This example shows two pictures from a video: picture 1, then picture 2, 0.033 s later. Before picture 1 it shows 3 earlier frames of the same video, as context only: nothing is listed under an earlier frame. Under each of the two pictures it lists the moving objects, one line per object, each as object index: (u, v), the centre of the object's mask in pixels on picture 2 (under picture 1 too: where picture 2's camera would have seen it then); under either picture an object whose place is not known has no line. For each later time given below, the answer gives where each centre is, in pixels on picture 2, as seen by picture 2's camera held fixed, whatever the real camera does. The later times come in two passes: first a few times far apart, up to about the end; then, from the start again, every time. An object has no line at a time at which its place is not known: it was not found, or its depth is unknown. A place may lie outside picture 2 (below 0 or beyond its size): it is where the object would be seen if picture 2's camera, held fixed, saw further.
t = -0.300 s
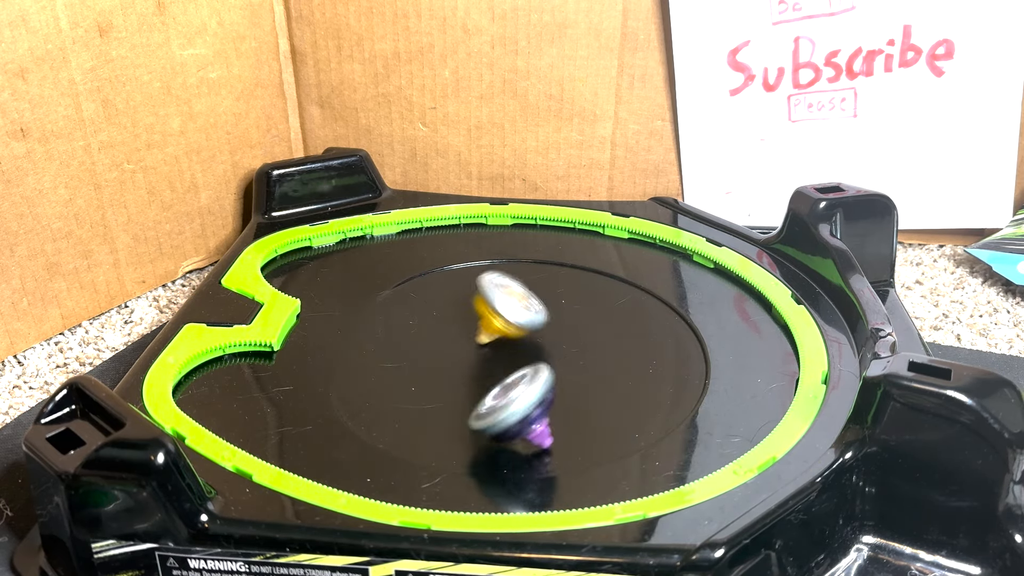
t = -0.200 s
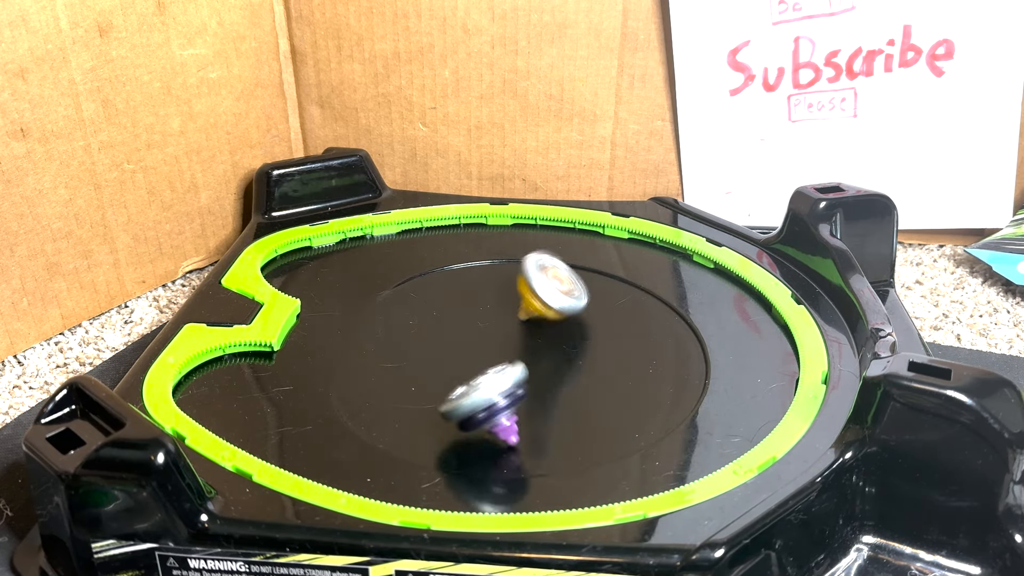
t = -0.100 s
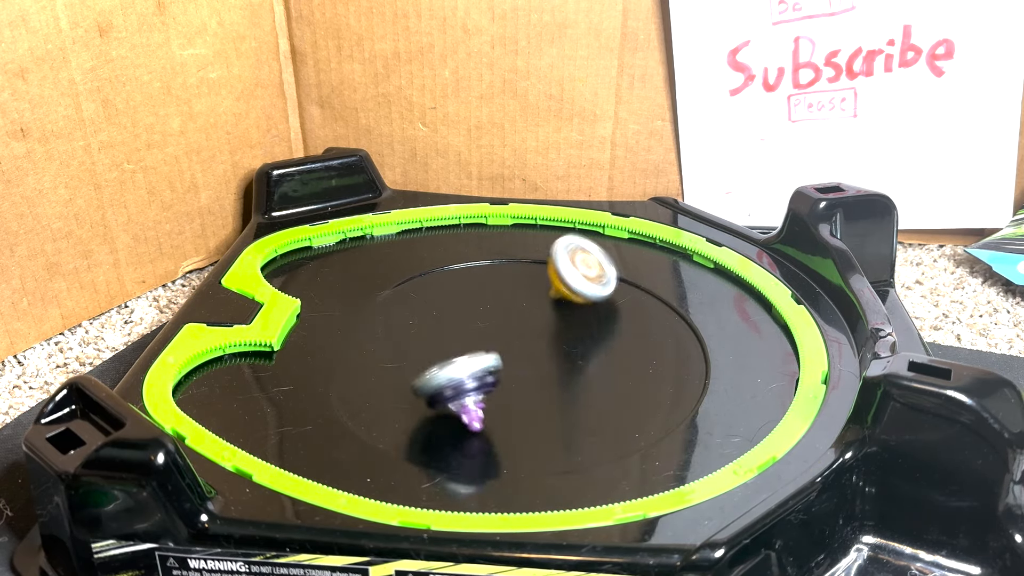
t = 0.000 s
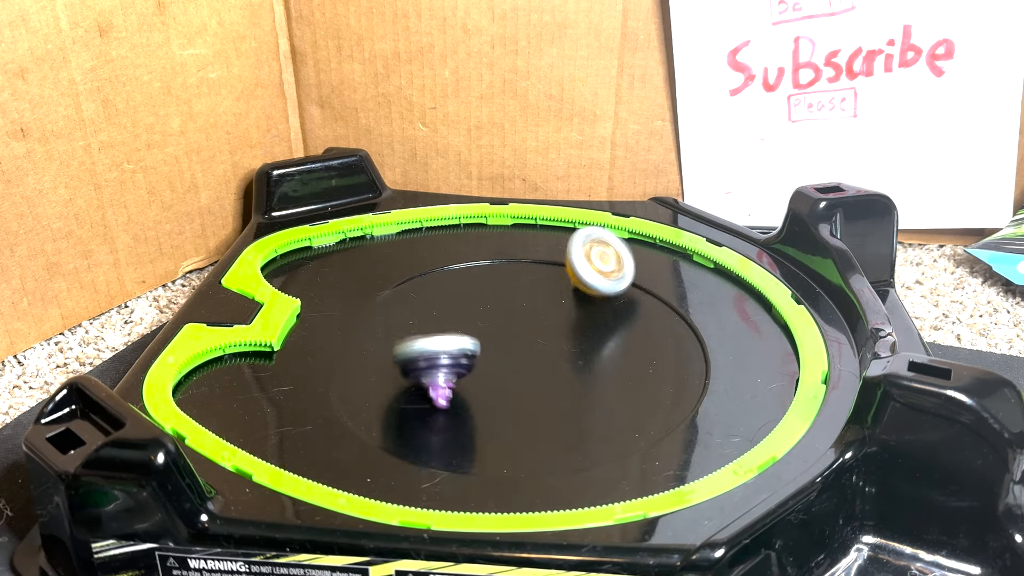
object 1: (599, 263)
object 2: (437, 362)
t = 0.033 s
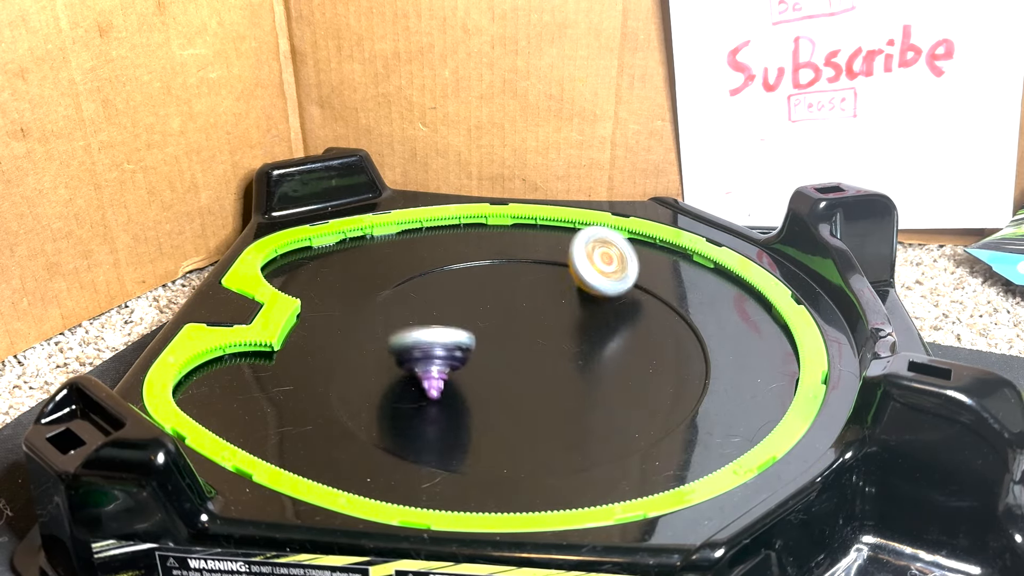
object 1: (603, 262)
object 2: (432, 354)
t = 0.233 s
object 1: (598, 295)
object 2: (420, 305)
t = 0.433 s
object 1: (560, 361)
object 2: (449, 283)
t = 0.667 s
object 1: (506, 414)
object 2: (503, 303)
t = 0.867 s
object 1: (470, 410)
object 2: (552, 325)
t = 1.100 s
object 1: (452, 350)
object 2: (595, 335)
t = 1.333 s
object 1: (500, 290)
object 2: (606, 339)
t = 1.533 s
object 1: (520, 313)
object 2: (571, 361)
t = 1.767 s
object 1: (467, 335)
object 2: (489, 386)
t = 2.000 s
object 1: (440, 320)
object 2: (412, 369)
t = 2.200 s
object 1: (497, 315)
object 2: (403, 331)
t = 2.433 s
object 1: (588, 296)
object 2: (481, 290)
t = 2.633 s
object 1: (614, 311)
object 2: (563, 271)
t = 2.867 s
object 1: (568, 363)
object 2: (643, 299)
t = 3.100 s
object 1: (466, 408)
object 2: (647, 369)
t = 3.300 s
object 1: (378, 389)
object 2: (538, 418)
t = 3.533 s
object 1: (371, 322)
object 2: (403, 388)
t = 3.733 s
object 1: (460, 270)
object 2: (427, 337)
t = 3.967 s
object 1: (584, 258)
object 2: (522, 313)
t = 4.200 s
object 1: (641, 336)
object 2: (524, 322)
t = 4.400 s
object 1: (591, 390)
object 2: (504, 313)
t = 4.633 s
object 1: (485, 357)
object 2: (517, 287)
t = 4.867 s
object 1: (474, 320)
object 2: (544, 277)
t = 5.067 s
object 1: (460, 348)
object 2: (576, 289)
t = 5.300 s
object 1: (441, 350)
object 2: (613, 308)
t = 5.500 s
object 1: (492, 331)
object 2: (588, 339)
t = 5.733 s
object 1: (491, 271)
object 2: (602, 409)
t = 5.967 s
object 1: (492, 286)
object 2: (525, 395)
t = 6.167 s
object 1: (528, 299)
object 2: (472, 359)
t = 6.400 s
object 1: (562, 318)
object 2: (459, 361)
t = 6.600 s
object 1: (569, 333)
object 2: (431, 384)
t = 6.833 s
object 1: (571, 321)
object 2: (419, 368)
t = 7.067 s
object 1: (554, 342)
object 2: (478, 314)
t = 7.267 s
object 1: (542, 332)
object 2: (532, 278)
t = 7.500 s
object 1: (528, 337)
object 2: (592, 303)
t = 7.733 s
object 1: (501, 335)
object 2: (594, 360)
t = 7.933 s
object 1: (512, 323)
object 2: (516, 385)
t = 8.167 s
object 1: (516, 343)
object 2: (441, 344)
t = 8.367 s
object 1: (520, 332)
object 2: (447, 306)
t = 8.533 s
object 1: (520, 337)
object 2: (457, 300)
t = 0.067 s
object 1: (605, 264)
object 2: (427, 344)
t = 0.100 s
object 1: (606, 267)
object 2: (422, 336)
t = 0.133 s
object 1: (606, 272)
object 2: (420, 328)
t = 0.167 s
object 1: (605, 278)
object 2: (419, 320)
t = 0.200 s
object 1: (602, 285)
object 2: (419, 312)
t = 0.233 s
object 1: (598, 295)
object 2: (420, 305)
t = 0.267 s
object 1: (594, 305)
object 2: (423, 299)
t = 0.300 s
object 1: (589, 315)
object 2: (427, 294)
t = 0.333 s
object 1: (582, 326)
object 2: (432, 290)
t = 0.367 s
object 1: (575, 338)
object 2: (437, 286)
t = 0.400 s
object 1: (568, 350)
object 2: (443, 285)
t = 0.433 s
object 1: (560, 361)
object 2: (449, 283)
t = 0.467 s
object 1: (552, 372)
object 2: (457, 284)
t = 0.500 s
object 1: (544, 382)
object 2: (465, 285)
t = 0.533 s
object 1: (536, 390)
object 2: (472, 288)
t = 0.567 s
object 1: (528, 398)
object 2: (479, 289)
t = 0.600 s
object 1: (521, 404)
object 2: (487, 296)
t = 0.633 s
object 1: (514, 410)
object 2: (495, 298)
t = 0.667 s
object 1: (506, 414)
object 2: (503, 303)
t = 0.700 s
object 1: (500, 417)
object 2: (512, 307)
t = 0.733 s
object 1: (493, 418)
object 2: (519, 311)
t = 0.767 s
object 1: (487, 418)
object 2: (528, 314)
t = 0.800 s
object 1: (481, 417)
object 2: (536, 320)
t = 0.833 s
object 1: (475, 414)
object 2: (544, 321)
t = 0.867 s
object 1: (470, 410)
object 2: (552, 325)
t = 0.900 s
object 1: (465, 405)
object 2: (560, 328)
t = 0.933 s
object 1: (459, 398)
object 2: (567, 329)
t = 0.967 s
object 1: (455, 390)
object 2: (576, 331)
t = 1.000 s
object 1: (452, 380)
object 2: (581, 333)
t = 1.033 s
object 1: (450, 370)
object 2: (586, 334)
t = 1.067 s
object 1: (450, 362)
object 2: (591, 335)
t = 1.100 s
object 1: (452, 350)
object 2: (595, 335)
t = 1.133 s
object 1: (455, 341)
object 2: (599, 334)
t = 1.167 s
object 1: (461, 328)
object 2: (602, 335)
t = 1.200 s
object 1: (467, 319)
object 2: (605, 335)
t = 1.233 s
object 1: (474, 316)
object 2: (607, 335)
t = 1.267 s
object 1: (482, 292)
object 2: (608, 335)
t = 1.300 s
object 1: (491, 282)
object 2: (608, 338)
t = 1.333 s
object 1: (500, 290)
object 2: (606, 339)
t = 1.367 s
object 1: (506, 305)
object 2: (604, 342)
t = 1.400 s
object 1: (513, 303)
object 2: (600, 344)
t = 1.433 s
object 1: (518, 304)
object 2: (594, 349)
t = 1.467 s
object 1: (520, 305)
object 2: (588, 352)
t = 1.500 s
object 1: (521, 309)
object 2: (580, 356)
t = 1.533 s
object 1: (520, 313)
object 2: (571, 361)
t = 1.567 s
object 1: (517, 317)
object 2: (562, 366)
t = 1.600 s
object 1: (511, 321)
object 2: (551, 371)
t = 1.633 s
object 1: (504, 325)
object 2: (540, 375)
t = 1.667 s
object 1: (496, 329)
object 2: (528, 378)
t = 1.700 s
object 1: (487, 333)
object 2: (516, 381)
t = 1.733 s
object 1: (477, 334)
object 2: (502, 384)
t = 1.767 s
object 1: (467, 335)
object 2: (489, 386)
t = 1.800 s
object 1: (457, 334)
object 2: (476, 386)
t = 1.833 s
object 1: (448, 332)
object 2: (464, 385)
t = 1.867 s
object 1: (441, 329)
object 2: (452, 384)
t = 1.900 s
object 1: (436, 325)
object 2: (440, 381)
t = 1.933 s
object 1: (435, 322)
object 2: (430, 378)
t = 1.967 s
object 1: (436, 321)
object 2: (420, 373)
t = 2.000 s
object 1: (440, 320)
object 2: (412, 369)
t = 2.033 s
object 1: (446, 320)
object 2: (405, 363)
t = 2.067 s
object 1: (453, 321)
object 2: (401, 358)
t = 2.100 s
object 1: (461, 320)
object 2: (398, 351)
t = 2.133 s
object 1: (472, 320)
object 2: (398, 345)
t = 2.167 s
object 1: (485, 318)
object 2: (399, 338)
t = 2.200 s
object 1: (497, 315)
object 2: (403, 331)
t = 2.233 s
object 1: (511, 312)
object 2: (409, 325)
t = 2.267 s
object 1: (525, 309)
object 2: (418, 319)
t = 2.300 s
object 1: (539, 305)
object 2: (428, 313)
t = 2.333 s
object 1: (553, 302)
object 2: (440, 307)
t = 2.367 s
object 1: (565, 299)
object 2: (452, 301)
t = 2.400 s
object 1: (577, 298)
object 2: (466, 296)
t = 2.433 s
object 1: (588, 296)
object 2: (481, 290)
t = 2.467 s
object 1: (597, 296)
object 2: (495, 286)
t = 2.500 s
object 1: (604, 297)
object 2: (510, 282)
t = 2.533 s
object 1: (610, 299)
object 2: (524, 279)
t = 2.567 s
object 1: (613, 302)
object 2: (538, 276)
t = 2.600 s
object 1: (615, 306)
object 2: (551, 274)
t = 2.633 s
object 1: (614, 311)
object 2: (563, 271)
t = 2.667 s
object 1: (612, 316)
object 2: (576, 269)
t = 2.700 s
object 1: (608, 323)
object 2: (589, 269)
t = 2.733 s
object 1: (603, 331)
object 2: (603, 271)
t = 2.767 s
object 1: (595, 339)
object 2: (616, 277)
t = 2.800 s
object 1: (587, 346)
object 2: (627, 284)
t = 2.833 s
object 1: (579, 355)
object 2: (635, 292)
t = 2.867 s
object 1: (568, 363)
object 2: (643, 299)
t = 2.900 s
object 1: (556, 373)
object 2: (649, 307)
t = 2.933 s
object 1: (544, 381)
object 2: (654, 315)
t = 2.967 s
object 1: (529, 388)
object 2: (657, 324)
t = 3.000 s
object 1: (514, 395)
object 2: (658, 335)
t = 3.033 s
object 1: (499, 401)
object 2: (656, 346)
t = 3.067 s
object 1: (483, 405)
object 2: (653, 357)
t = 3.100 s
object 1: (466, 408)
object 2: (647, 369)
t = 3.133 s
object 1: (449, 409)
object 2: (637, 380)
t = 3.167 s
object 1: (432, 408)
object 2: (623, 389)
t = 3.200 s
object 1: (416, 405)
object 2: (607, 401)
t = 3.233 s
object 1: (402, 401)
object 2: (586, 408)
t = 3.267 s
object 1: (389, 396)
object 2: (563, 411)
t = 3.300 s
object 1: (378, 389)
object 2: (538, 418)
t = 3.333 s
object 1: (369, 382)
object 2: (512, 418)
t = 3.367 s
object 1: (362, 374)
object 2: (488, 419)
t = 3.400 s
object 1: (358, 363)
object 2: (465, 418)
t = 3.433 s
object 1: (357, 353)
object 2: (445, 411)
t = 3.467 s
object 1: (359, 343)
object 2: (427, 407)
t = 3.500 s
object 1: (363, 332)
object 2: (413, 398)
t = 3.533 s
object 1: (371, 322)
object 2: (403, 388)
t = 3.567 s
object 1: (381, 312)
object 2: (397, 382)
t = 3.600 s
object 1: (393, 301)
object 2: (396, 371)
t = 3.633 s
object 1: (408, 291)
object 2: (399, 358)
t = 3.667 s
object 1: (424, 284)
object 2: (405, 352)
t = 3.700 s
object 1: (442, 277)
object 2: (414, 345)
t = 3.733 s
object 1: (460, 270)
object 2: (427, 337)
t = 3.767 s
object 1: (479, 265)
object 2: (442, 329)
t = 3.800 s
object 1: (498, 261)
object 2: (459, 323)
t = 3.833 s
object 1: (516, 258)
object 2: (477, 319)
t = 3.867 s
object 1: (535, 255)
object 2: (492, 315)
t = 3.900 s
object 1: (552, 254)
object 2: (504, 314)
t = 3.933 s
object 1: (569, 254)
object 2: (514, 312)
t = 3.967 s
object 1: (584, 258)
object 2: (522, 313)
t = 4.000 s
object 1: (597, 266)
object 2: (527, 315)
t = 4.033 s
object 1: (608, 275)
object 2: (531, 316)
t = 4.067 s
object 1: (619, 286)
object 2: (533, 317)
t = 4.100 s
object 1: (628, 298)
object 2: (532, 320)
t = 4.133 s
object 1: (635, 310)
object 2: (531, 321)
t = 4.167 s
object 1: (639, 323)
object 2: (529, 321)
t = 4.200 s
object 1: (641, 336)
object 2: (524, 322)
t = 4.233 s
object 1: (639, 345)
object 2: (520, 324)
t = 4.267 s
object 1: (635, 361)
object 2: (517, 323)
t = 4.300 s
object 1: (627, 370)
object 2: (512, 320)
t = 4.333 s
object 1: (617, 378)
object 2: (508, 319)
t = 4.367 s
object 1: (606, 383)
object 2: (507, 316)
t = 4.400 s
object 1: (591, 390)
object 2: (504, 313)
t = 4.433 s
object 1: (575, 392)
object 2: (502, 310)
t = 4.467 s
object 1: (559, 391)
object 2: (503, 306)
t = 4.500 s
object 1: (543, 384)
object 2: (503, 302)
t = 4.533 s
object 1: (526, 379)
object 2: (505, 298)
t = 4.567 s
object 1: (510, 373)
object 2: (510, 294)
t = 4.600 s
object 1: (496, 365)
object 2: (513, 290)
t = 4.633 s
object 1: (485, 357)
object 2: (517, 287)
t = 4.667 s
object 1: (476, 347)
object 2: (523, 284)
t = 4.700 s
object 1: (470, 338)
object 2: (528, 281)
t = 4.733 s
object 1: (467, 331)
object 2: (533, 279)
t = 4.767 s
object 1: (465, 325)
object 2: (537, 277)
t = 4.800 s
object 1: (467, 322)
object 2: (540, 276)
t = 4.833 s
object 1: (470, 319)
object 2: (542, 277)
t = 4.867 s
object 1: (474, 320)
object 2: (544, 277)
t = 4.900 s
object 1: (478, 321)
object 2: (544, 280)
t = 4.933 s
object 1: (483, 324)
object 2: (545, 284)
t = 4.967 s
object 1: (486, 329)
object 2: (546, 288)
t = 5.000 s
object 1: (478, 336)
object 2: (555, 288)
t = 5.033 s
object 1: (470, 344)
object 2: (567, 289)
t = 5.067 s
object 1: (460, 348)
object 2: (576, 289)
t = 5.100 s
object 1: (451, 352)
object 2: (584, 291)
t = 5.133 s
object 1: (445, 355)
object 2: (593, 292)
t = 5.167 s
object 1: (439, 356)
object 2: (599, 294)
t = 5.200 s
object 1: (435, 355)
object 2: (604, 297)
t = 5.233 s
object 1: (435, 355)
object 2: (609, 300)
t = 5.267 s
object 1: (437, 351)
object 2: (611, 303)
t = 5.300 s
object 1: (441, 350)
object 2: (613, 308)
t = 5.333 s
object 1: (447, 347)
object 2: (612, 311)
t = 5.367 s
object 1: (455, 344)
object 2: (609, 317)
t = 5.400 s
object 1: (463, 342)
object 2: (606, 322)
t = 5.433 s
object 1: (472, 337)
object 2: (600, 327)
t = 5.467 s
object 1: (482, 335)
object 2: (594, 334)
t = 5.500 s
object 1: (492, 331)
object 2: (588, 339)
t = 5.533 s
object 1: (500, 327)
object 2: (580, 346)
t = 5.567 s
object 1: (501, 321)
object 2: (589, 360)
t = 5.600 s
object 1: (497, 299)
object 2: (596, 374)
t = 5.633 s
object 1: (494, 290)
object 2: (601, 388)
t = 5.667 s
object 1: (493, 280)
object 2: (604, 396)
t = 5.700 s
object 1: (491, 273)
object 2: (603, 405)
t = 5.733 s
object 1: (491, 271)
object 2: (602, 409)
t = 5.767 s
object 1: (491, 269)
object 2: (596, 412)
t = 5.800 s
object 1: (491, 271)
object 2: (587, 412)
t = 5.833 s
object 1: (491, 274)
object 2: (575, 411)
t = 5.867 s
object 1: (490, 277)
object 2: (564, 409)
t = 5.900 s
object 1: (490, 280)
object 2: (550, 406)
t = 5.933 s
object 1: (491, 284)
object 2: (535, 402)
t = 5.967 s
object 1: (492, 286)
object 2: (525, 395)
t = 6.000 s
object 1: (496, 291)
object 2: (512, 389)
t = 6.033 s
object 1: (500, 293)
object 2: (503, 380)
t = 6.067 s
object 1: (505, 298)
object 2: (494, 371)
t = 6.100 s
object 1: (509, 301)
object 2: (491, 362)
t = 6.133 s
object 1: (516, 303)
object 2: (479, 365)
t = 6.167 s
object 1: (528, 299)
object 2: (472, 359)
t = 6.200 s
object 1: (537, 297)
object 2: (464, 363)
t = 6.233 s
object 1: (544, 298)
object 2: (456, 363)
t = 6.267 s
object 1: (549, 299)
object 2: (453, 364)
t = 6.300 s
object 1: (553, 302)
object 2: (450, 364)
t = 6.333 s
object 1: (557, 306)
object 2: (452, 363)
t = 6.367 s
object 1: (560, 312)
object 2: (453, 362)
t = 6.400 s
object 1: (562, 318)
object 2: (459, 361)
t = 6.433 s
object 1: (560, 325)
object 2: (464, 362)
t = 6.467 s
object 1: (557, 332)
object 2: (472, 362)
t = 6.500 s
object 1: (551, 339)
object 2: (477, 363)
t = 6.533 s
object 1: (555, 339)
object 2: (467, 373)
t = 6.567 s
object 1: (564, 335)
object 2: (446, 380)
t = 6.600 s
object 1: (569, 333)
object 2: (431, 384)
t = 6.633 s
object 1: (574, 328)
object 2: (415, 385)
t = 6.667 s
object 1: (577, 326)
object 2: (409, 383)
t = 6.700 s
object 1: (580, 322)
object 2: (403, 382)
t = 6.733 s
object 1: (580, 319)
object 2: (404, 380)
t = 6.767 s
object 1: (579, 319)
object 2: (405, 377)
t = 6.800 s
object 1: (575, 319)
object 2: (412, 374)
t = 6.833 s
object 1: (571, 321)
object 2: (419, 368)
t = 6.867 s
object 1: (565, 323)
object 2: (433, 364)
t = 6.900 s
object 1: (558, 325)
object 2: (443, 357)
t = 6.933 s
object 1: (552, 329)
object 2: (460, 351)
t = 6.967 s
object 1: (548, 334)
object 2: (468, 346)
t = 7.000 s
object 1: (553, 340)
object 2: (470, 336)
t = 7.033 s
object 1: (555, 340)
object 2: (473, 323)
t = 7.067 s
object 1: (554, 342)
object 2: (478, 314)
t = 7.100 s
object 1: (551, 342)
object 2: (484, 309)
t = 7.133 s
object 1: (547, 342)
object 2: (491, 301)
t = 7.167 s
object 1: (545, 338)
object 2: (500, 292)
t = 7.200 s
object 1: (543, 337)
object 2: (509, 287)
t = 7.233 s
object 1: (543, 333)
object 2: (518, 281)
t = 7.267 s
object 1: (542, 332)
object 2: (532, 278)
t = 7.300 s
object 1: (542, 329)
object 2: (542, 276)
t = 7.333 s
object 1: (540, 329)
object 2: (555, 278)
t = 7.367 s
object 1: (538, 327)
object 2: (567, 281)
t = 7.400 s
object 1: (534, 329)
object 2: (576, 285)
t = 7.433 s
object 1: (532, 330)
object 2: (583, 292)
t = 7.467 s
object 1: (530, 332)
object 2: (588, 299)
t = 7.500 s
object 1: (528, 337)
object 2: (592, 303)
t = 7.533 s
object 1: (525, 341)
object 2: (594, 316)
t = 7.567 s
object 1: (521, 342)
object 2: (597, 319)
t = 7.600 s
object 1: (517, 343)
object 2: (599, 330)
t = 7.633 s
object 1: (512, 344)
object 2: (598, 337)
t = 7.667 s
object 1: (506, 341)
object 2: (598, 344)
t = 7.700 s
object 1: (503, 339)
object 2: (595, 350)
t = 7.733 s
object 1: (501, 335)
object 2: (594, 360)
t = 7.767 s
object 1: (502, 331)
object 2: (586, 367)
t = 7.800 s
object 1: (505, 329)
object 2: (577, 375)
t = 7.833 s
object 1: (508, 326)
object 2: (562, 381)
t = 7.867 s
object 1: (509, 325)
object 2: (547, 383)
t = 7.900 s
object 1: (510, 324)
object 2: (533, 384)
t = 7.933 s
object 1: (512, 323)
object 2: (516, 385)
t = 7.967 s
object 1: (515, 324)
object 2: (499, 385)
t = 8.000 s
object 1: (517, 328)
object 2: (481, 381)
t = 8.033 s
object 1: (518, 333)
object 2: (467, 376)
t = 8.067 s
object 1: (519, 336)
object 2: (456, 370)
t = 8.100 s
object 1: (519, 340)
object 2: (448, 360)
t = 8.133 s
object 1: (516, 342)
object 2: (445, 351)
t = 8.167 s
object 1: (516, 343)
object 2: (441, 344)
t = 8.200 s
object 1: (515, 344)
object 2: (441, 335)
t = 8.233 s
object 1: (515, 341)
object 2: (440, 328)
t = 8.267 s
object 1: (516, 340)
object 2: (441, 322)
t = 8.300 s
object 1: (518, 337)
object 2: (443, 315)
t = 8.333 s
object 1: (520, 333)
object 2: (445, 310)
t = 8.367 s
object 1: (520, 332)
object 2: (447, 306)
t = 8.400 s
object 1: (520, 333)
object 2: (449, 303)
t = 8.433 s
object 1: (519, 333)
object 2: (450, 301)
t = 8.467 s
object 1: (519, 333)
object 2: (451, 301)
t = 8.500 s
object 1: (519, 334)
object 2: (454, 300)
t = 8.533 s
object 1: (520, 337)
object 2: (457, 300)
